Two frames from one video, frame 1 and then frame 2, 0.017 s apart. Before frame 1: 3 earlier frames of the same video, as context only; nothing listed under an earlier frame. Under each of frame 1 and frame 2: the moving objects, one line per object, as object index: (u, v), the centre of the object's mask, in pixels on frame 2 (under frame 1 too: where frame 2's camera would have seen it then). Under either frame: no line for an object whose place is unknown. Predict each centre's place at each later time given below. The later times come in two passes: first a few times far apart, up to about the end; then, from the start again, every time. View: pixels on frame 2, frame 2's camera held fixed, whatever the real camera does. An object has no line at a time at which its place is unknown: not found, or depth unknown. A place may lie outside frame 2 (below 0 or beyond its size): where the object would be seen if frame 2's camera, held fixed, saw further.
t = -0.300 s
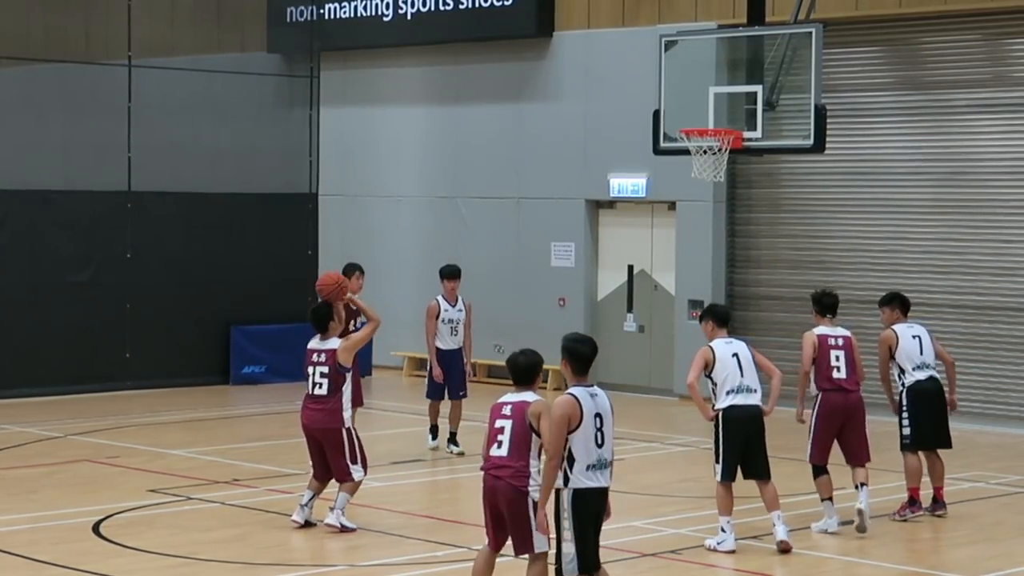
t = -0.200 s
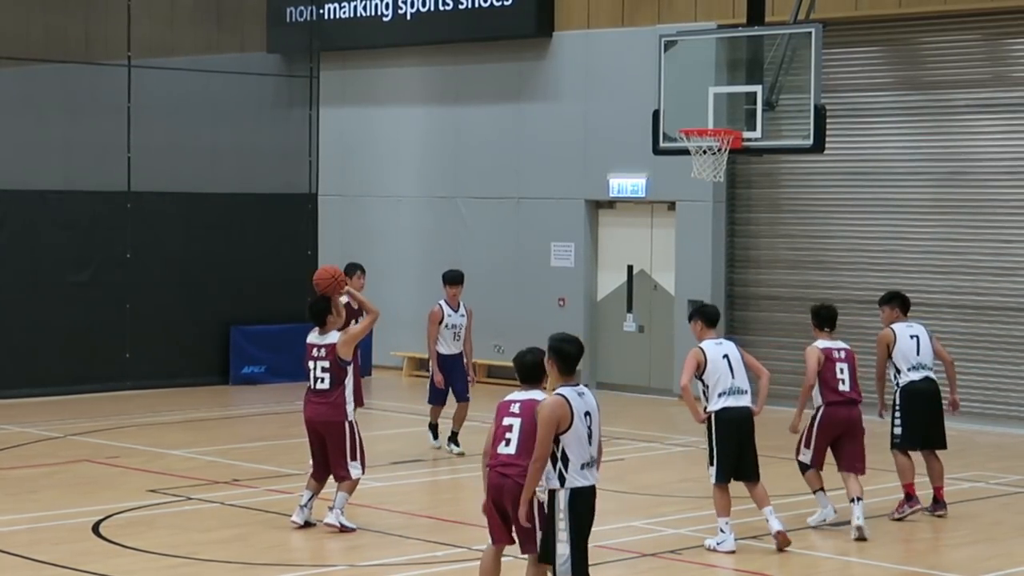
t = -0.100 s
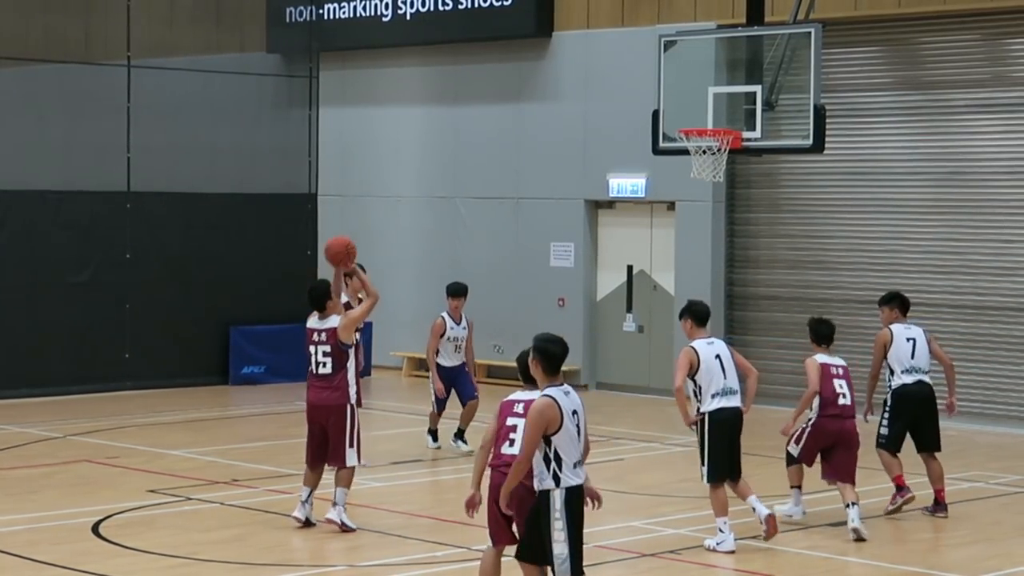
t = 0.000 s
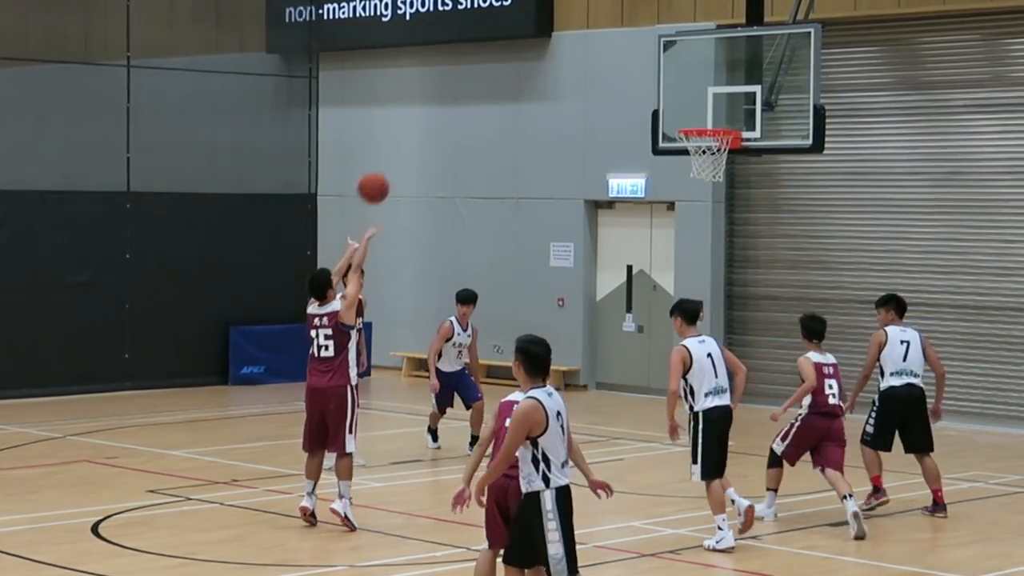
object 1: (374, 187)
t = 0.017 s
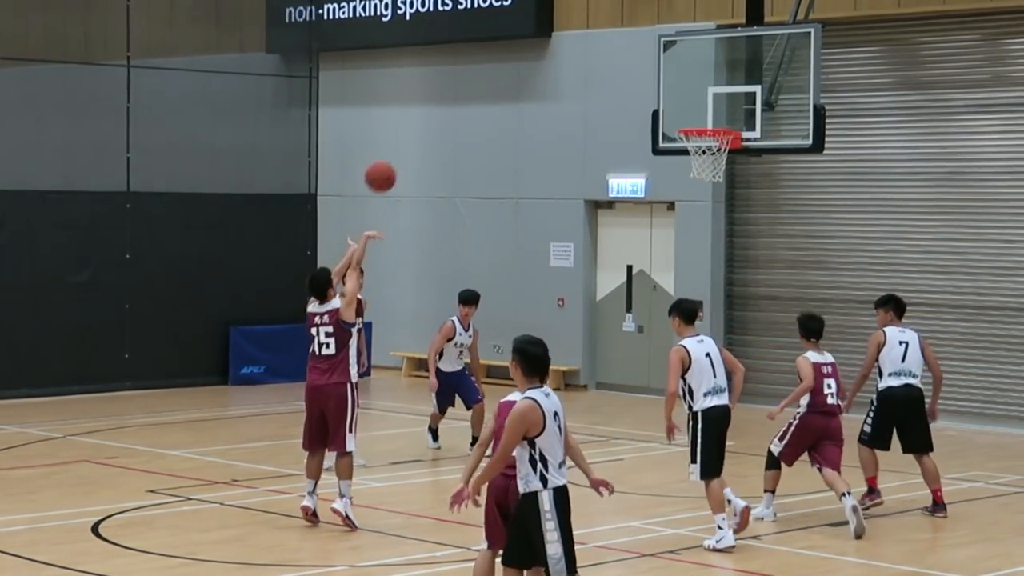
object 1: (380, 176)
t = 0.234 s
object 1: (468, 69)
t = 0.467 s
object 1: (552, 24)
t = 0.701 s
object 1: (630, 45)
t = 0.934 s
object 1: (698, 120)
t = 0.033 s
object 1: (387, 166)
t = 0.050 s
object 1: (394, 156)
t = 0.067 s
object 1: (401, 145)
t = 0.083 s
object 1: (408, 136)
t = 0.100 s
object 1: (415, 127)
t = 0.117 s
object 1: (422, 118)
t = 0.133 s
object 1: (429, 110)
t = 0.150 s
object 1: (435, 102)
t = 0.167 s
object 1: (442, 94)
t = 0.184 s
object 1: (448, 87)
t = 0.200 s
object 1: (455, 81)
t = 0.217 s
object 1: (461, 74)
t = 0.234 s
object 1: (468, 69)
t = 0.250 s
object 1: (474, 63)
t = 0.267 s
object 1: (480, 57)
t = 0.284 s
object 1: (486, 53)
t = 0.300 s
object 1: (492, 48)
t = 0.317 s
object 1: (499, 44)
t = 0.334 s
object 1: (505, 40)
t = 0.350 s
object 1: (511, 37)
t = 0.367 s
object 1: (516, 34)
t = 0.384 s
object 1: (523, 32)
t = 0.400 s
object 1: (529, 29)
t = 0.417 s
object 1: (535, 29)
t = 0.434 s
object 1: (540, 26)
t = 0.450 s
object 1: (546, 25)
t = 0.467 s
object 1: (552, 24)
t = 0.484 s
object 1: (558, 24)
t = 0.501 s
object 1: (564, 23)
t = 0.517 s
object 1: (569, 24)
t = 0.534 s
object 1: (574, 24)
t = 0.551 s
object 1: (581, 25)
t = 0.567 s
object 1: (587, 26)
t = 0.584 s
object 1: (592, 27)
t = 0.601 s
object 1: (598, 29)
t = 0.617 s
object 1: (603, 31)
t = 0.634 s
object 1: (608, 33)
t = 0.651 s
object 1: (614, 36)
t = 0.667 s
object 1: (619, 39)
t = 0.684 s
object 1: (624, 42)
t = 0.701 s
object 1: (630, 45)
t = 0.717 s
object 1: (635, 49)
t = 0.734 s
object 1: (640, 53)
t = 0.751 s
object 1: (645, 57)
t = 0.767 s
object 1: (650, 62)
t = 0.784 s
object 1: (655, 67)
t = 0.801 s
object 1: (659, 73)
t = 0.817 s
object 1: (665, 78)
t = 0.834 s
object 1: (670, 84)
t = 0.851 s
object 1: (674, 90)
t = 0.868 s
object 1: (679, 96)
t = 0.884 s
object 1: (684, 103)
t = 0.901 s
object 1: (688, 110)
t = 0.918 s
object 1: (694, 116)
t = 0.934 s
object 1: (698, 120)
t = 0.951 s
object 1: (704, 119)
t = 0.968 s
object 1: (710, 118)
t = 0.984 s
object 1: (716, 117)
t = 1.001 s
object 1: (722, 115)
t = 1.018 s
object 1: (727, 114)
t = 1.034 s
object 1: (734, 114)
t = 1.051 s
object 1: (740, 113)
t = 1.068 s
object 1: (747, 113)
